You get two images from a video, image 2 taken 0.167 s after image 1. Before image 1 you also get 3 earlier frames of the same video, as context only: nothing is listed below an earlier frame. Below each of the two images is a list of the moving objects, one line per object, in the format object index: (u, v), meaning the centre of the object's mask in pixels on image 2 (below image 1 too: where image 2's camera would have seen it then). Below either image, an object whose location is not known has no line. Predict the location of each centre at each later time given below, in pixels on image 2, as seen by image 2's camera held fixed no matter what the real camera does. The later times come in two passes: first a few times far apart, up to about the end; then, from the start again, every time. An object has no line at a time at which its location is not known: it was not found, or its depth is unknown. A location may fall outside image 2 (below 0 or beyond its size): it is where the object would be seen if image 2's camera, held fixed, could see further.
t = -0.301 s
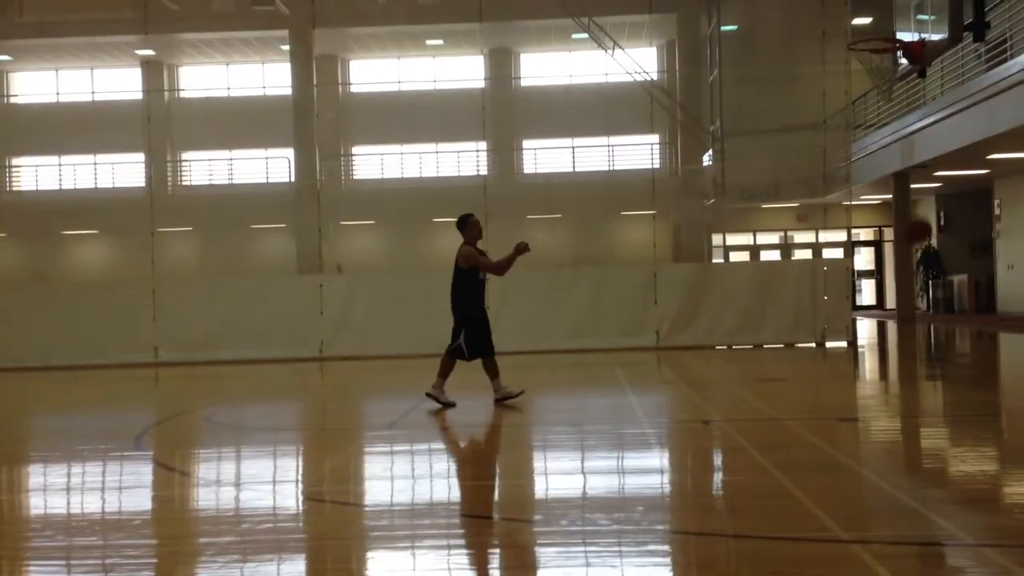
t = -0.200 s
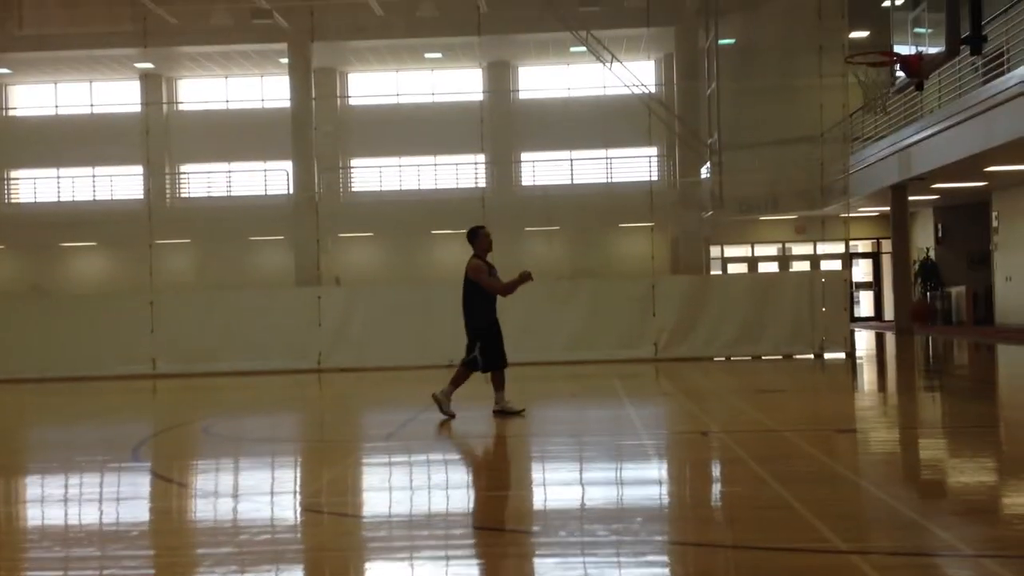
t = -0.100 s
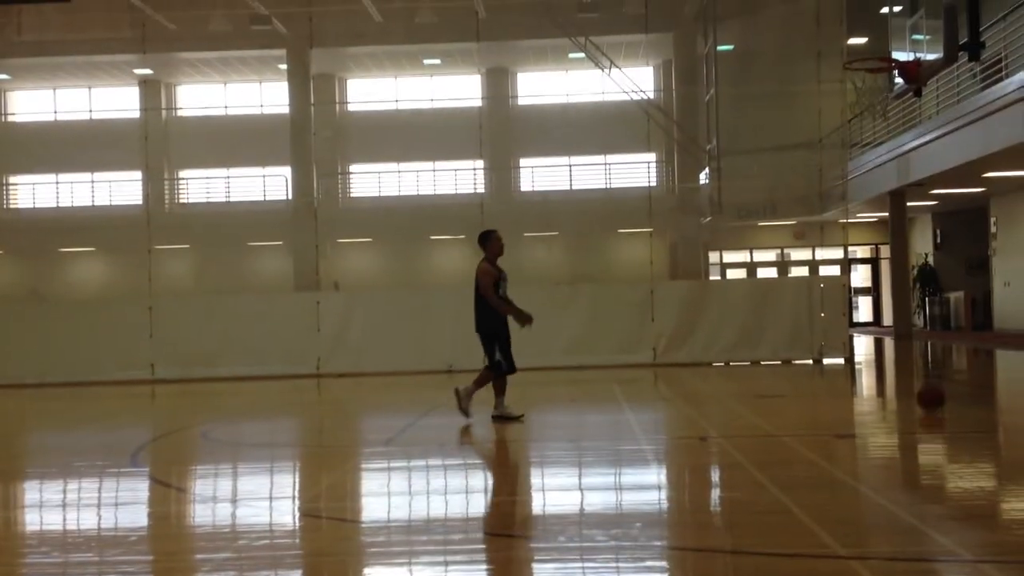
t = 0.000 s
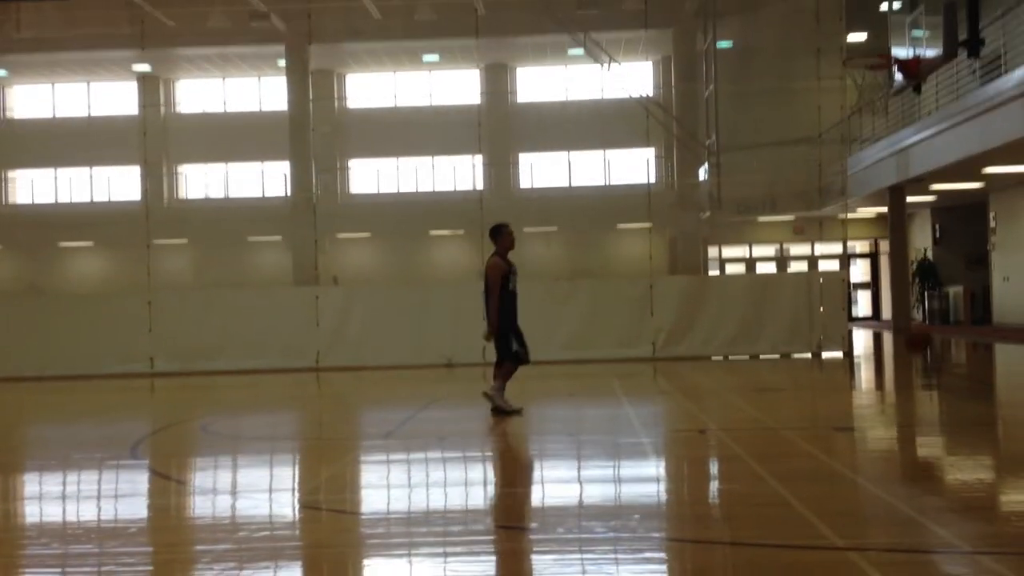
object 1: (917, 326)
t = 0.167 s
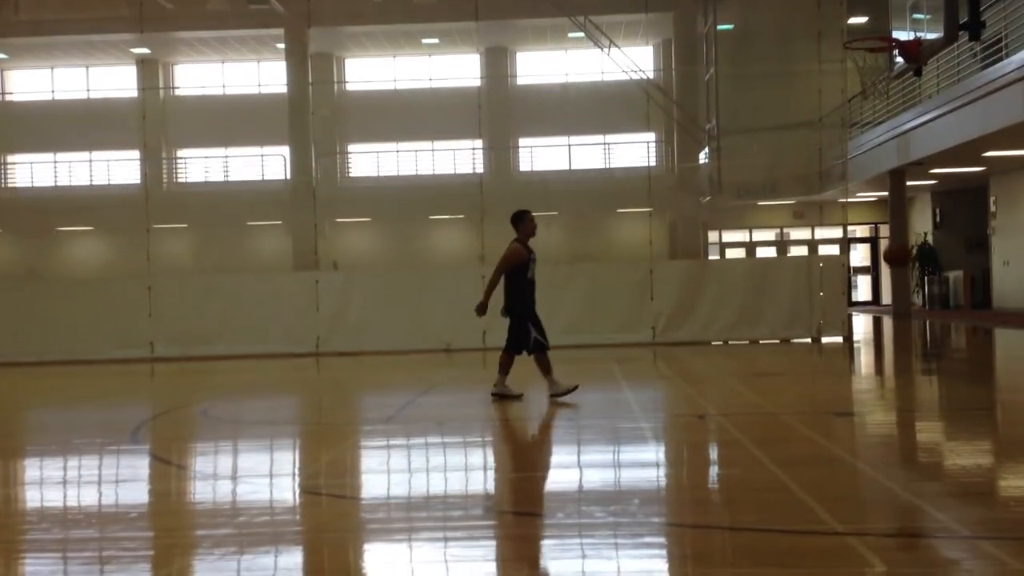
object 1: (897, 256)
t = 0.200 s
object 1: (895, 245)
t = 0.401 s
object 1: (870, 206)
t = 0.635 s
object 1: (844, 217)
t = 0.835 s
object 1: (823, 277)
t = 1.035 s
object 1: (805, 383)
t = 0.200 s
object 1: (895, 245)
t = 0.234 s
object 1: (890, 234)
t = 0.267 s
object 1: (885, 227)
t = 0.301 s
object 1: (881, 219)
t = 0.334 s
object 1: (878, 213)
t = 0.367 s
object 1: (874, 210)
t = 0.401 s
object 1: (870, 206)
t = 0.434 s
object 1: (866, 204)
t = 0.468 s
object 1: (862, 203)
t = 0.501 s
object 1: (858, 204)
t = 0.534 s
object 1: (855, 205)
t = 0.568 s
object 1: (851, 208)
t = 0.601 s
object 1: (848, 212)
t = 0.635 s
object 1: (844, 217)
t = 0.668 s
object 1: (841, 223)
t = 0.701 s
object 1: (837, 232)
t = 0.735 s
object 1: (833, 241)
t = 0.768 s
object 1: (830, 252)
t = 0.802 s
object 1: (827, 265)
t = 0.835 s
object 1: (823, 277)
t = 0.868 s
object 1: (820, 291)
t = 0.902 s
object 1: (817, 307)
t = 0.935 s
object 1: (814, 323)
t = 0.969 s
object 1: (811, 342)
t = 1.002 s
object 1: (808, 362)
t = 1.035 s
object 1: (805, 383)
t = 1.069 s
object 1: (801, 371)
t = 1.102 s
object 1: (798, 356)
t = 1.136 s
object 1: (794, 343)
